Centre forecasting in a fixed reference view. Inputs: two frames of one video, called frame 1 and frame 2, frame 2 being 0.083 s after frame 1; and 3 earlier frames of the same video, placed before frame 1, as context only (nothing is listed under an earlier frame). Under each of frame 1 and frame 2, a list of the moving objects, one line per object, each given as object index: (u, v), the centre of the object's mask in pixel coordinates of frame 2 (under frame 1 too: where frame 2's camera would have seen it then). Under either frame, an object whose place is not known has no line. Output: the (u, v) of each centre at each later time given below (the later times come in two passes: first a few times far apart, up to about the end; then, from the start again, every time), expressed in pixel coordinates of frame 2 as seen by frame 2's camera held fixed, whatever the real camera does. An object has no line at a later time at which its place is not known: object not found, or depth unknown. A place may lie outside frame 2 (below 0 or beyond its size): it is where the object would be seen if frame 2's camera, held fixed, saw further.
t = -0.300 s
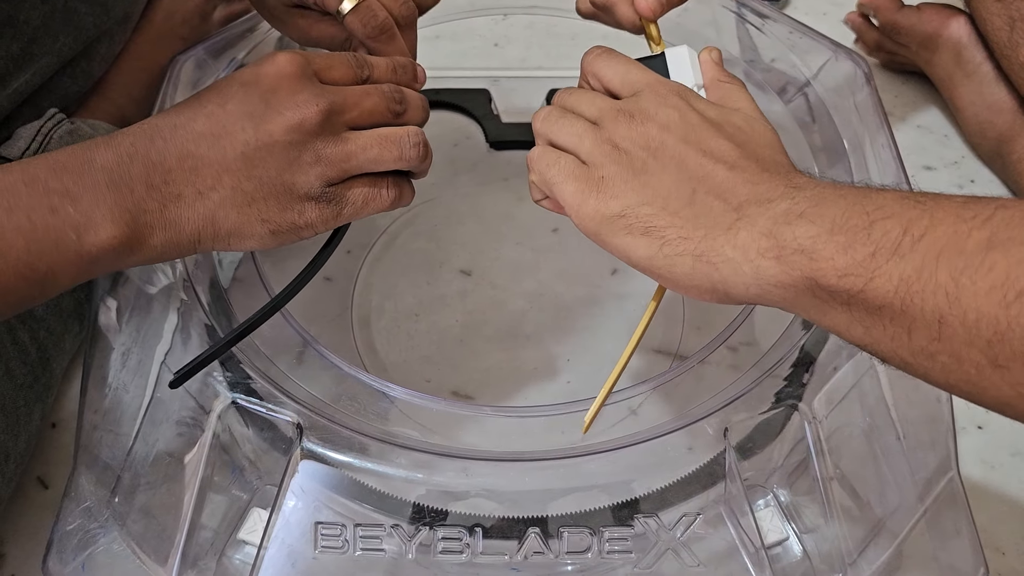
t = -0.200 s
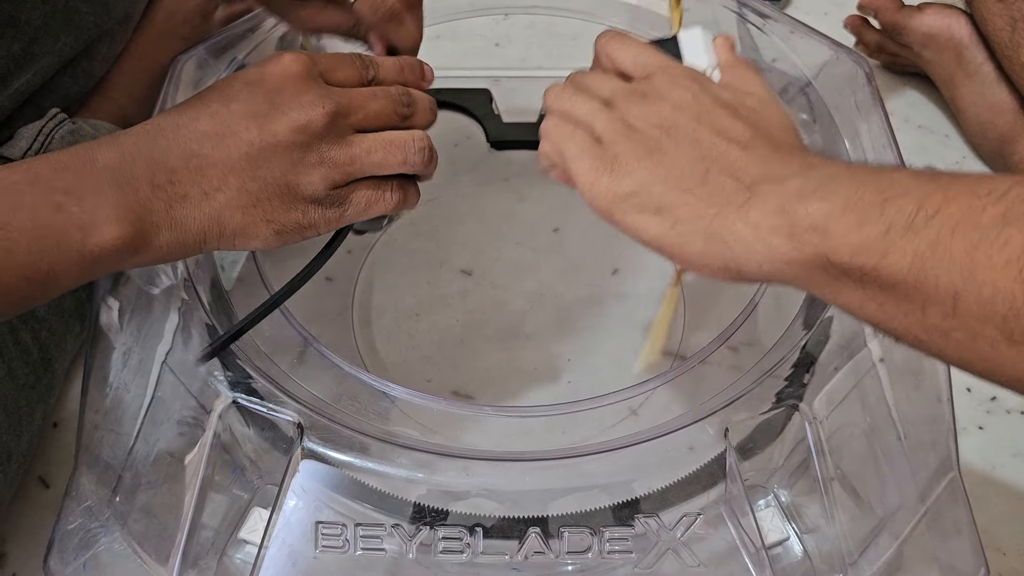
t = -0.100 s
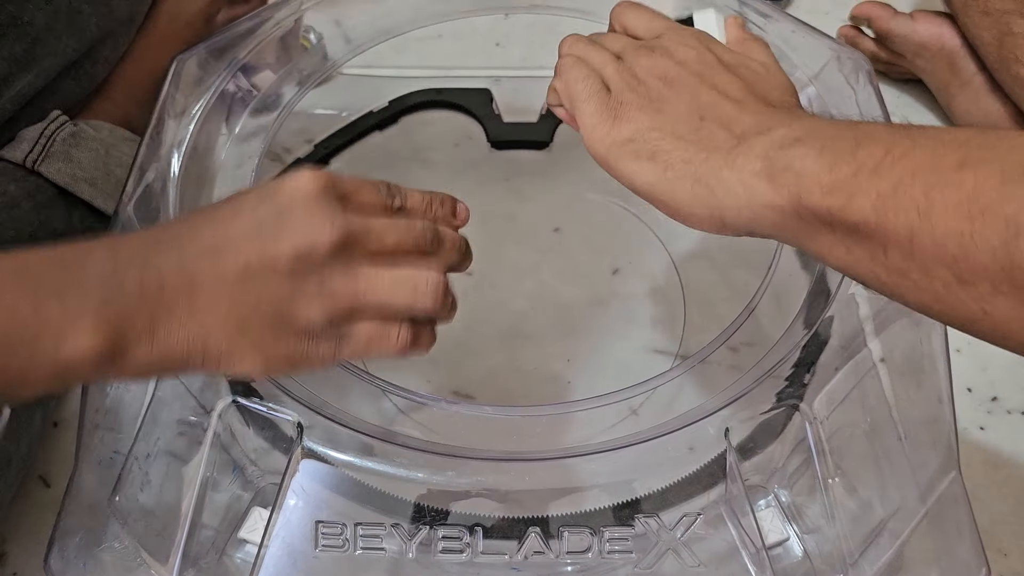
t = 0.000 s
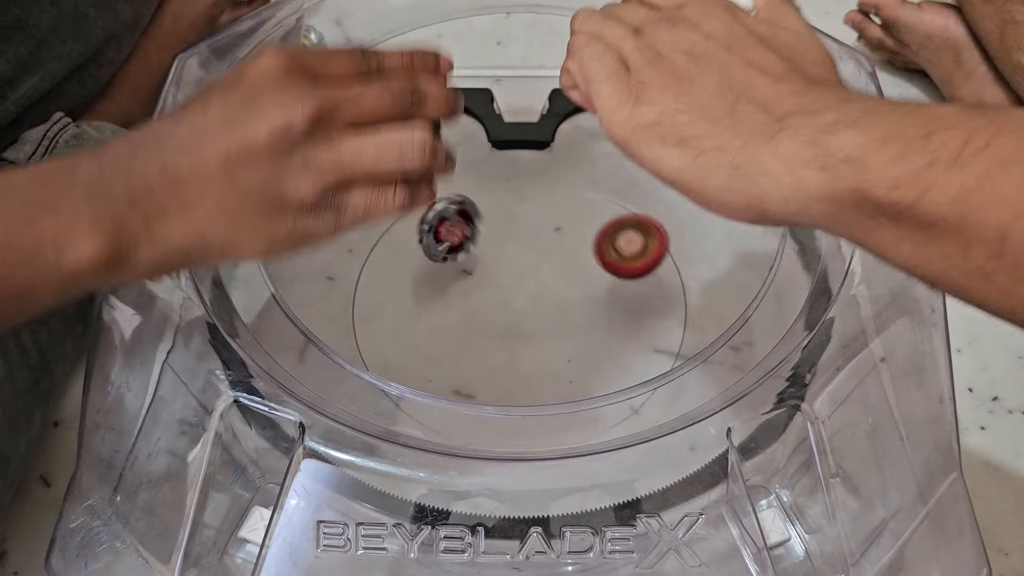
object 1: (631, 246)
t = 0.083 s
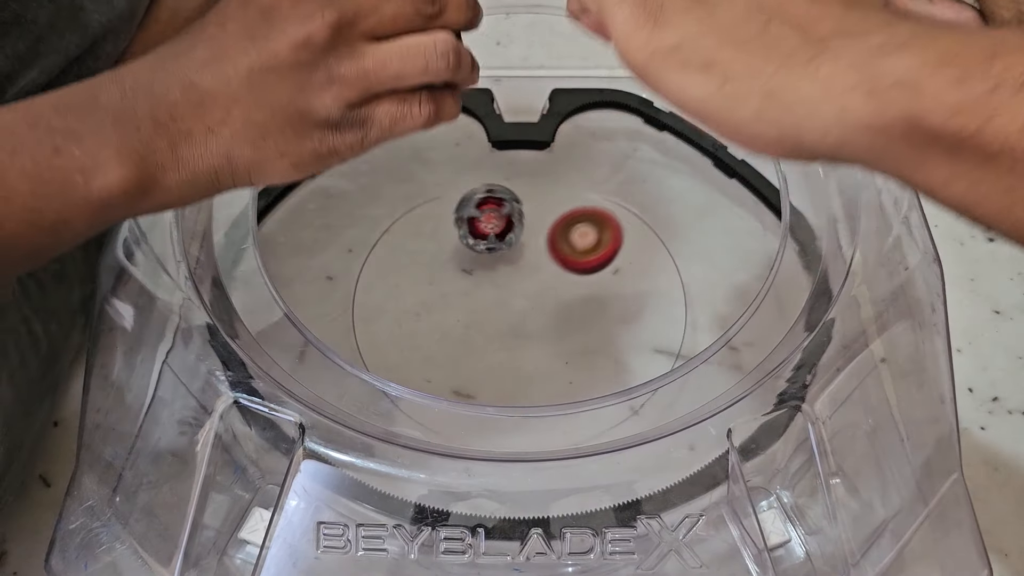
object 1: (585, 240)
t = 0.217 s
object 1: (503, 294)
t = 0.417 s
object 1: (431, 371)
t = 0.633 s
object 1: (554, 396)
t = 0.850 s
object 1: (657, 292)
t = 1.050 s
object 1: (618, 239)
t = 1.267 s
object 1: (719, 299)
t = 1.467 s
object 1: (730, 341)
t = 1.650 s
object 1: (706, 347)
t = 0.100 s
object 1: (575, 247)
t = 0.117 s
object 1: (565, 256)
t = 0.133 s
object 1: (554, 268)
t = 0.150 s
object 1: (545, 270)
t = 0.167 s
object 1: (534, 272)
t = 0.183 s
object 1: (524, 277)
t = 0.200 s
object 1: (513, 285)
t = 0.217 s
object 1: (503, 294)
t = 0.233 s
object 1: (493, 299)
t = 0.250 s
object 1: (483, 306)
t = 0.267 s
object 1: (474, 312)
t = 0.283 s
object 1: (466, 319)
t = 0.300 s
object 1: (457, 326)
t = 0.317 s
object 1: (450, 334)
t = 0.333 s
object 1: (444, 340)
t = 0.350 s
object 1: (438, 348)
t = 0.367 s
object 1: (434, 356)
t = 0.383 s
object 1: (431, 362)
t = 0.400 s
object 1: (430, 367)
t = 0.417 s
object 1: (431, 371)
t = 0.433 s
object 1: (428, 384)
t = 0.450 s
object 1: (430, 392)
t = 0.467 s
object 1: (435, 398)
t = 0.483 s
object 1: (439, 408)
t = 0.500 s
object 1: (449, 409)
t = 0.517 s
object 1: (458, 412)
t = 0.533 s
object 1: (472, 404)
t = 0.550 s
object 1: (484, 406)
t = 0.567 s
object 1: (497, 404)
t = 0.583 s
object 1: (511, 403)
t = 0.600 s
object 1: (525, 401)
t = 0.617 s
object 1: (539, 398)
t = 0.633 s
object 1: (554, 396)
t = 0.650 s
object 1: (569, 393)
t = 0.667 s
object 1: (584, 391)
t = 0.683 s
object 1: (600, 388)
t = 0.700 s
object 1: (617, 385)
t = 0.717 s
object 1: (623, 368)
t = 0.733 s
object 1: (633, 361)
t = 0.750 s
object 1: (642, 353)
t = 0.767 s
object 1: (648, 344)
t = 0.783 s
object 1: (653, 333)
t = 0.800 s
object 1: (656, 321)
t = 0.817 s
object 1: (658, 311)
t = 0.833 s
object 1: (658, 301)
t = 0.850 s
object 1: (657, 292)
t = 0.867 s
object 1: (655, 284)
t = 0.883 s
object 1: (651, 276)
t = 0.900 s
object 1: (647, 269)
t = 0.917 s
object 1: (645, 263)
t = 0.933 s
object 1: (646, 257)
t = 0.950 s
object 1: (644, 252)
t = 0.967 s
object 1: (640, 248)
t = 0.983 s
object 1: (634, 244)
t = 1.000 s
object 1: (625, 241)
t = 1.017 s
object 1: (616, 239)
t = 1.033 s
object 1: (604, 237)
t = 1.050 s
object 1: (618, 239)
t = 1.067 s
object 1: (640, 242)
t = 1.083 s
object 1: (660, 245)
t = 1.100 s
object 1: (676, 249)
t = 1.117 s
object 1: (682, 251)
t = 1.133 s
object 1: (689, 256)
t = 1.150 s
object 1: (695, 264)
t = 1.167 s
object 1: (700, 272)
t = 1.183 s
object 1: (706, 277)
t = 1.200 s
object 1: (710, 283)
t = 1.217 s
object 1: (715, 288)
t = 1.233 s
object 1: (718, 292)
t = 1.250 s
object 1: (718, 296)
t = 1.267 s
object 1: (719, 299)
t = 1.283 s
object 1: (726, 306)
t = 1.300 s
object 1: (728, 310)
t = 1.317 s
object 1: (729, 315)
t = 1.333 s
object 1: (731, 319)
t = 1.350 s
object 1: (732, 323)
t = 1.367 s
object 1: (732, 324)
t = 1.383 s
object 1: (736, 332)
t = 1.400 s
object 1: (734, 333)
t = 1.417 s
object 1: (733, 335)
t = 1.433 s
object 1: (732, 337)
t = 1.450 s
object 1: (731, 339)
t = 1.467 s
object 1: (730, 341)
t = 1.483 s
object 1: (728, 343)
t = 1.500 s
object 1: (726, 345)
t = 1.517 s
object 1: (725, 346)
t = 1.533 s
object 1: (723, 347)
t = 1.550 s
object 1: (721, 348)
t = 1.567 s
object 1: (719, 349)
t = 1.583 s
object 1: (717, 350)
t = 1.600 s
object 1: (716, 351)
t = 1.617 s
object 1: (714, 352)
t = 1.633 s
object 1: (712, 354)
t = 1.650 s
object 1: (706, 347)
